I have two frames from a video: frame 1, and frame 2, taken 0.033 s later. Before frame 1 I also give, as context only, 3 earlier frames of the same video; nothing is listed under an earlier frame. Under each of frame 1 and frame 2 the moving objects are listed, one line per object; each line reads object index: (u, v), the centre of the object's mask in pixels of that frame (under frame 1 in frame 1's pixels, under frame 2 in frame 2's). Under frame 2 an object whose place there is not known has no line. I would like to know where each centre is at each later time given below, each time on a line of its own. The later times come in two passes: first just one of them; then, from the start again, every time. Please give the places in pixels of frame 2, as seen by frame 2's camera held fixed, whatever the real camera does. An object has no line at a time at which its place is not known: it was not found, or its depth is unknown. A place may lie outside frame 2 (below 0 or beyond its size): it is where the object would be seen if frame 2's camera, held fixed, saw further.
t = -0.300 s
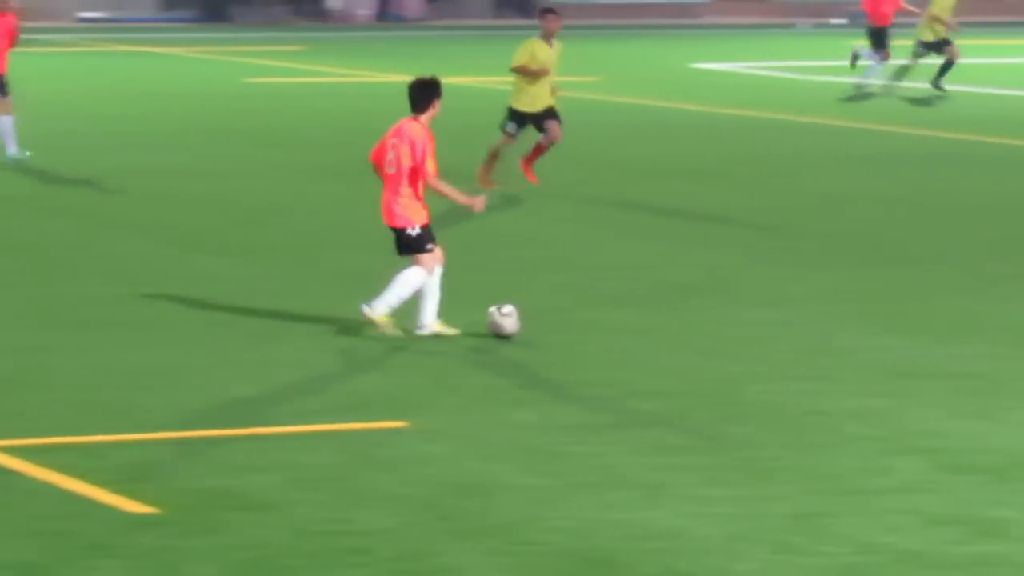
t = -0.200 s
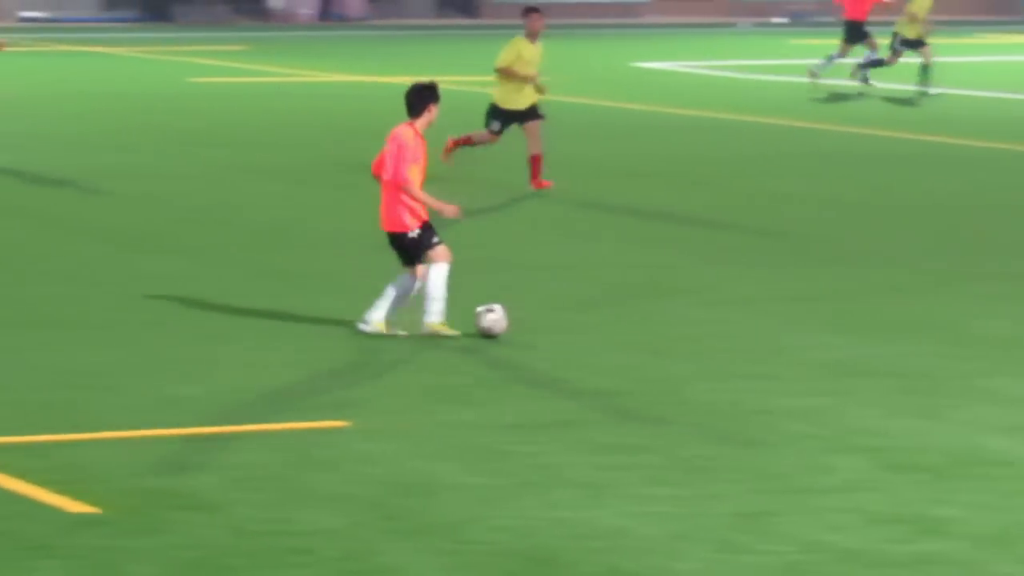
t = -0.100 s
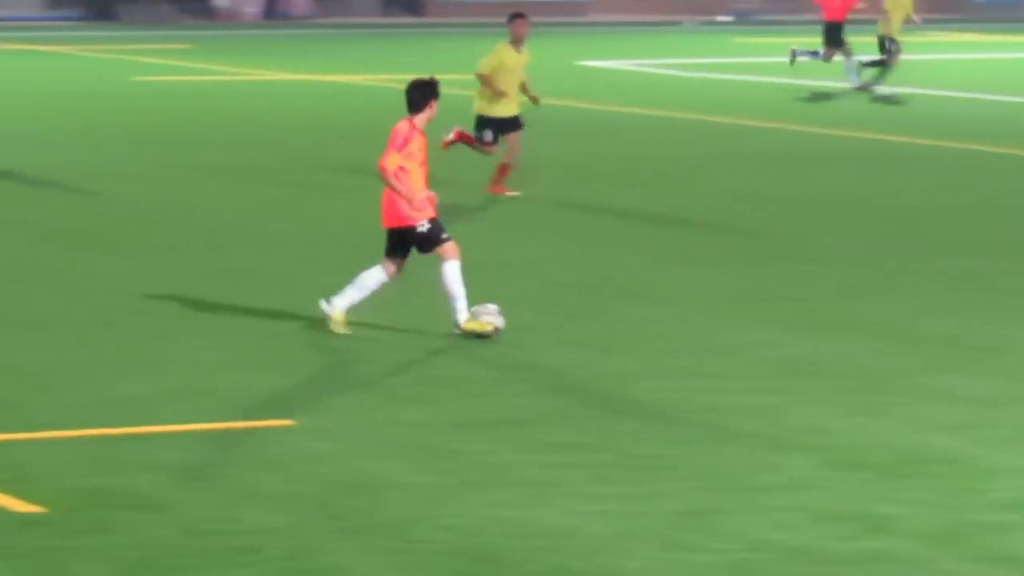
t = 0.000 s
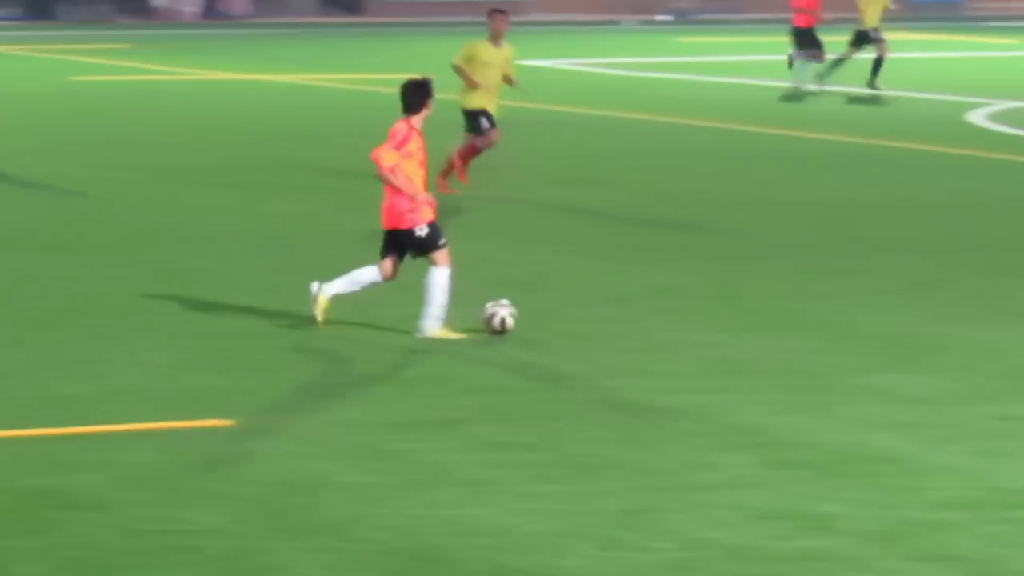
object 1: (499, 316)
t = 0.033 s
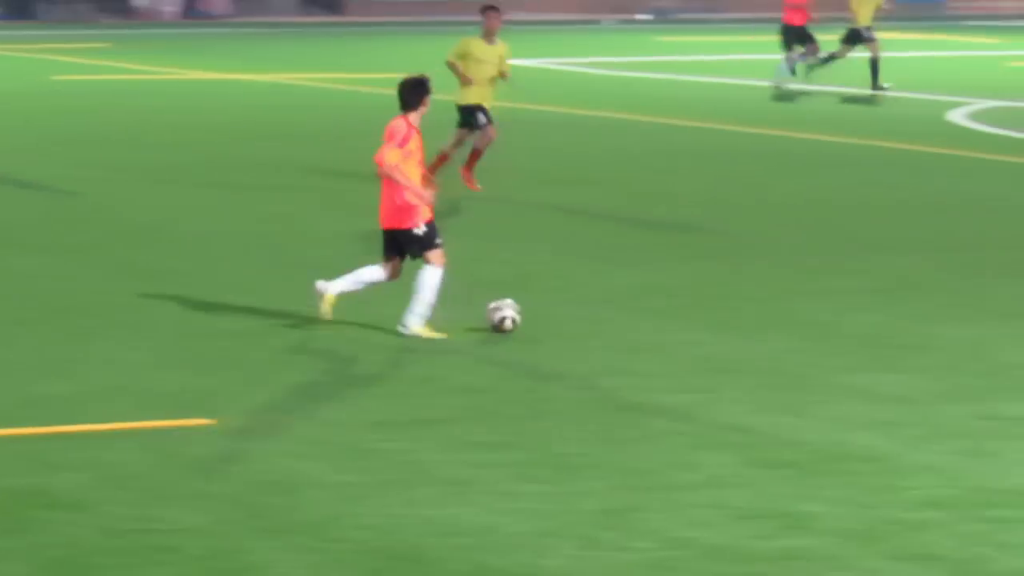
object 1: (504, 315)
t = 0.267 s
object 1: (644, 310)
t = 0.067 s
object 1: (525, 314)
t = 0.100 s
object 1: (545, 313)
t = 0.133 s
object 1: (566, 312)
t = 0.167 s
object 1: (587, 312)
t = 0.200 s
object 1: (606, 311)
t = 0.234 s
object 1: (625, 311)
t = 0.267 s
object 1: (644, 310)
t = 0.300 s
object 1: (661, 310)
